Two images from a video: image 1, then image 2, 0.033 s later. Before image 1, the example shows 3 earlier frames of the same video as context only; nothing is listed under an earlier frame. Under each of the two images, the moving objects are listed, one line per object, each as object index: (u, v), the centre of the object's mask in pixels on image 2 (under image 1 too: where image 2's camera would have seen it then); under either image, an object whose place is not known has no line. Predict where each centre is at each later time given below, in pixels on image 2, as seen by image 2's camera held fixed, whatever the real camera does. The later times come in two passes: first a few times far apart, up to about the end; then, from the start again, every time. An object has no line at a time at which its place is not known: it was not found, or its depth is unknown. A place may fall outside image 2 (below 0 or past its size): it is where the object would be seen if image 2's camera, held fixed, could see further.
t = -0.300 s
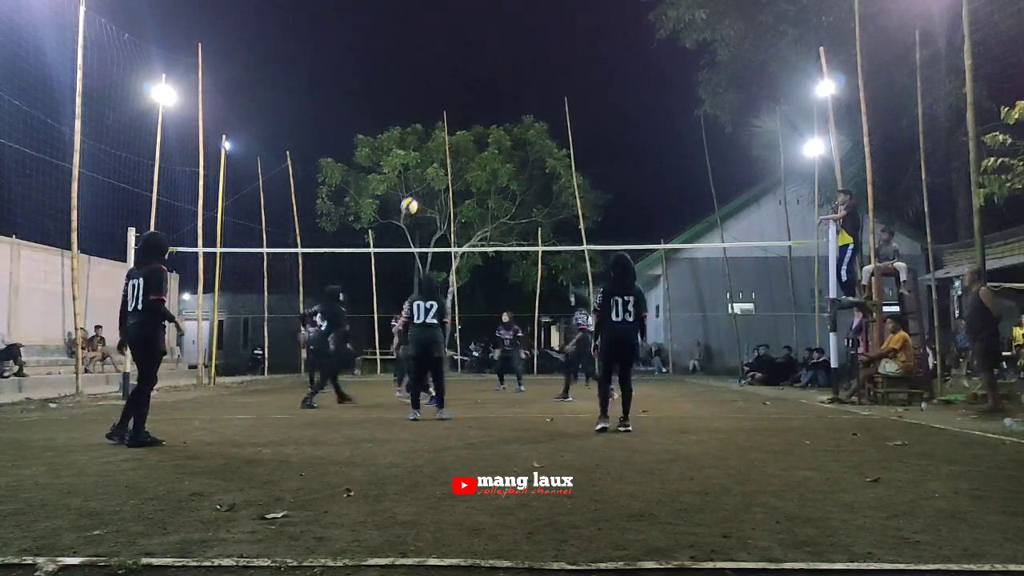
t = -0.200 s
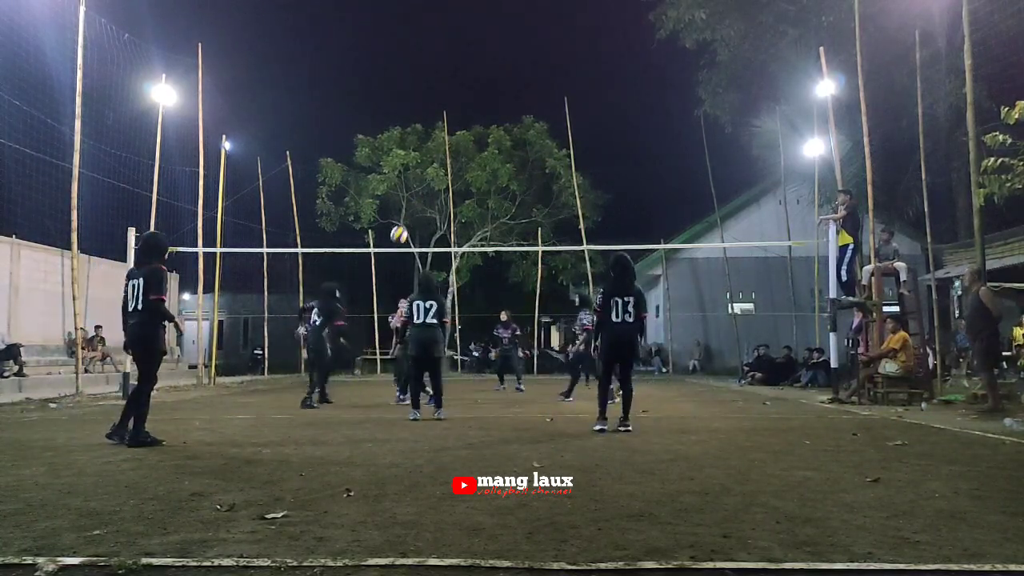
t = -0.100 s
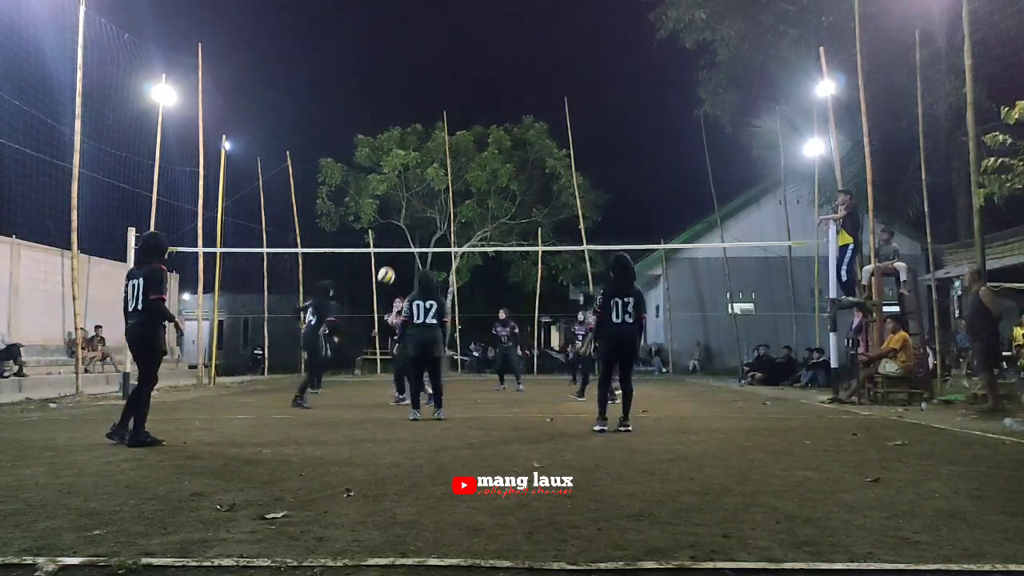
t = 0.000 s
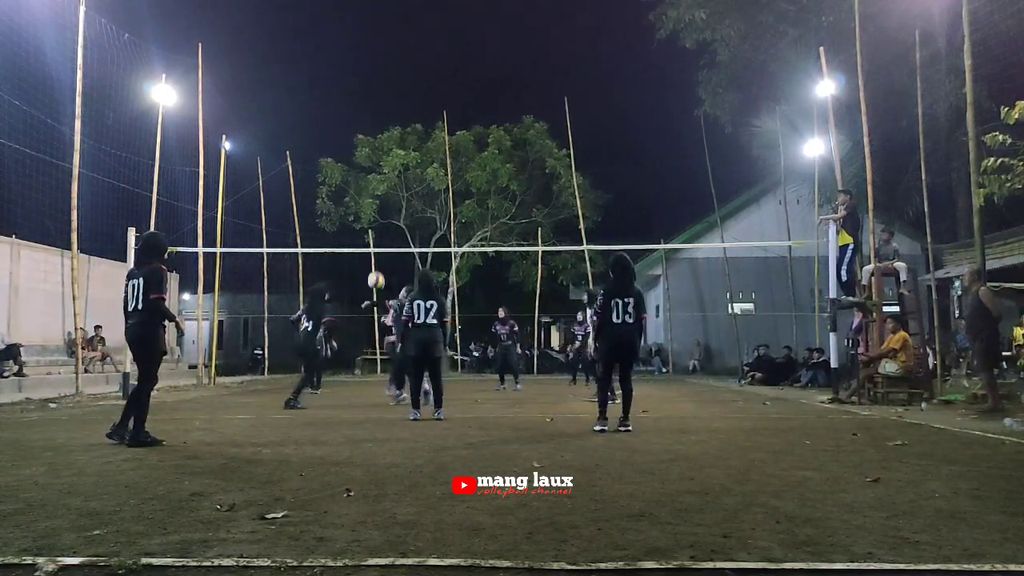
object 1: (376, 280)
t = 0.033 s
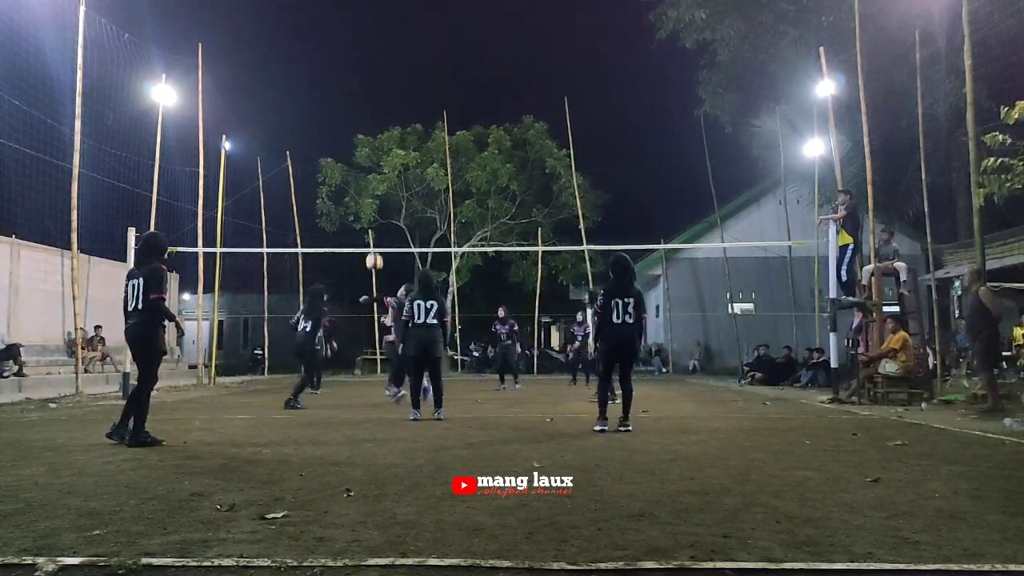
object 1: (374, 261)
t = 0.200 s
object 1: (365, 179)
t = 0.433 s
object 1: (353, 101)
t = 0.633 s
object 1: (342, 67)
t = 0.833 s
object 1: (331, 61)
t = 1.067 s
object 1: (318, 90)
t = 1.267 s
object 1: (309, 140)
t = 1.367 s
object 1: (304, 177)
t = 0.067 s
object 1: (372, 242)
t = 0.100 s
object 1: (371, 226)
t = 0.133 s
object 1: (369, 209)
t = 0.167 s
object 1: (367, 193)
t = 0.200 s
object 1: (365, 179)
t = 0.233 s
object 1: (363, 165)
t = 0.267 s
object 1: (362, 152)
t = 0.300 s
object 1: (360, 140)
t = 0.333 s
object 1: (358, 129)
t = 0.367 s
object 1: (356, 119)
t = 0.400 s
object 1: (354, 110)
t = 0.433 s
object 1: (353, 101)
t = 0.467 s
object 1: (351, 93)
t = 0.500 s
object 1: (349, 86)
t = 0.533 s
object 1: (347, 80)
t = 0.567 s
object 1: (345, 75)
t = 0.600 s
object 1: (343, 71)
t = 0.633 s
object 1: (342, 67)
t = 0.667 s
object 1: (340, 64)
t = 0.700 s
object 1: (338, 62)
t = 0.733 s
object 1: (336, 61)
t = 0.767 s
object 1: (335, 60)
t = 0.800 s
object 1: (333, 60)
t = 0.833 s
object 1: (331, 61)
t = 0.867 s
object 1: (329, 63)
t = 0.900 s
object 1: (327, 66)
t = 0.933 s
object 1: (325, 69)
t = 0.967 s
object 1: (324, 73)
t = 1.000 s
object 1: (322, 78)
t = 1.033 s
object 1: (320, 84)
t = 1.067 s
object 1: (318, 90)
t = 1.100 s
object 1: (317, 97)
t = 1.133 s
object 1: (315, 106)
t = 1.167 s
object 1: (313, 114)
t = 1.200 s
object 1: (312, 119)
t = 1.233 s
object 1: (310, 129)
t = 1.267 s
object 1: (309, 140)
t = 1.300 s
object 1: (307, 152)
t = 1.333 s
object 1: (305, 164)
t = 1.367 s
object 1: (304, 177)
